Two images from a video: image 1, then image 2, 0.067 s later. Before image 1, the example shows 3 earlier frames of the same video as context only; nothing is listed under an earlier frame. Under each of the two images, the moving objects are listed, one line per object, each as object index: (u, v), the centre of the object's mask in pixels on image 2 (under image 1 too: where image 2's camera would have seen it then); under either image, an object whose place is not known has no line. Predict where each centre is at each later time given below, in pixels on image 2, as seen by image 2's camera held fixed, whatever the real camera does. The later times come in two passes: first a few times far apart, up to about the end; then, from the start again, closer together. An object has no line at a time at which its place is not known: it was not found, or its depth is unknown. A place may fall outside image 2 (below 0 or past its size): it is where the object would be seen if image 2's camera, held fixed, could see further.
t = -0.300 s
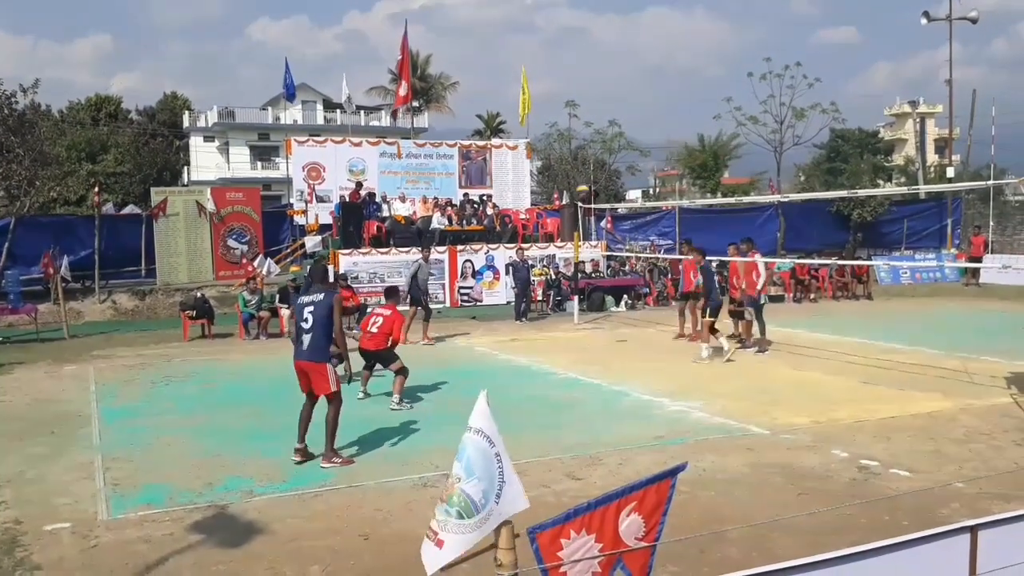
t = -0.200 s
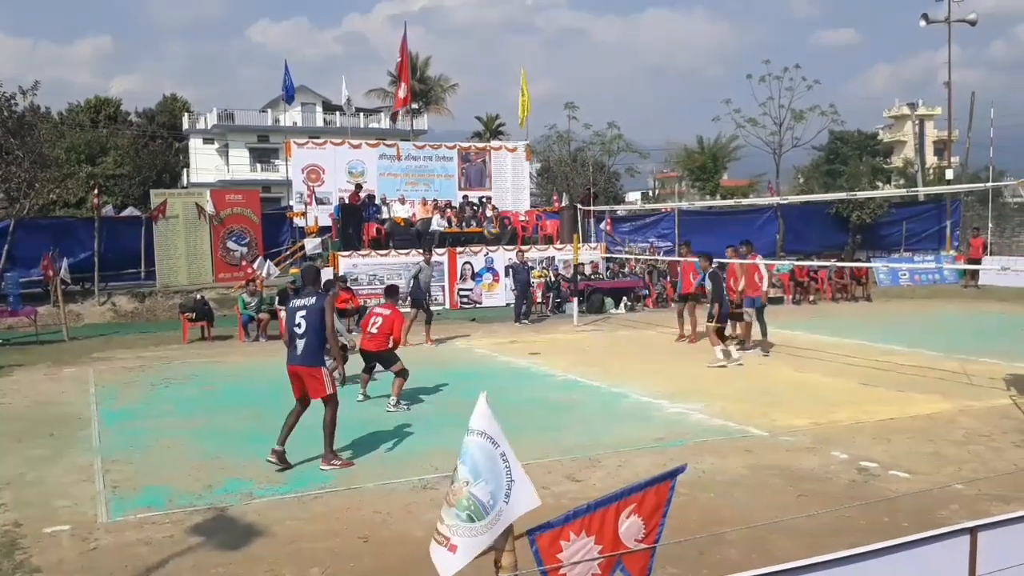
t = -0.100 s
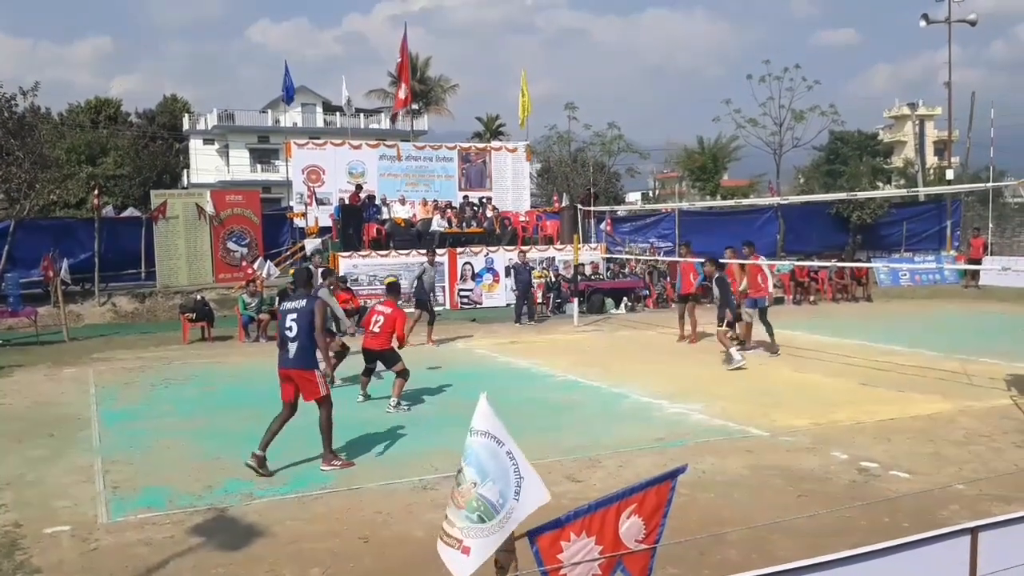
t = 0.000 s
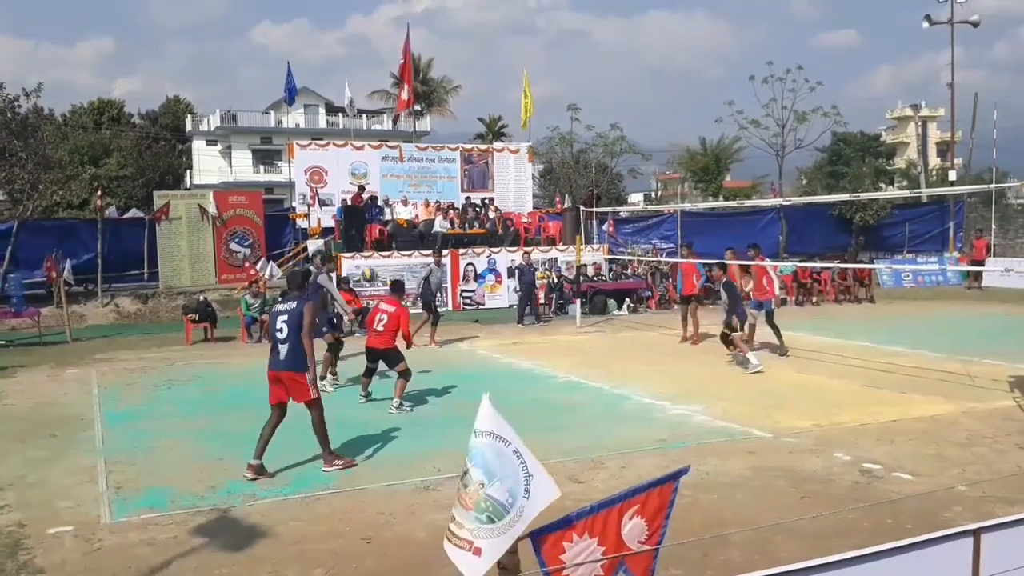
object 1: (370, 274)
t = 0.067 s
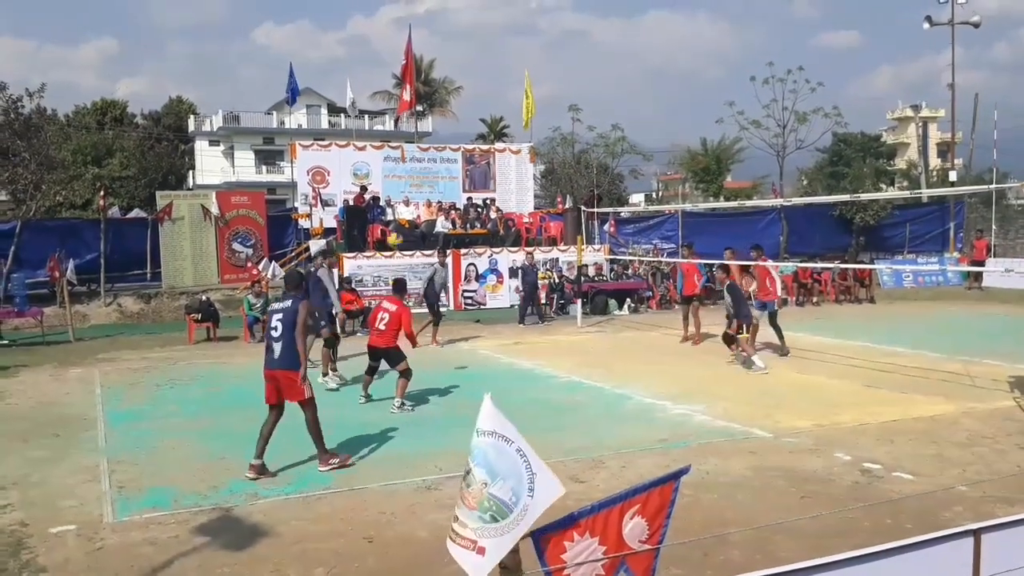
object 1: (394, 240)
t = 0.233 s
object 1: (455, 166)
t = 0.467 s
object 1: (549, 91)
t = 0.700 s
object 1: (650, 54)
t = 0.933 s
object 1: (763, 61)
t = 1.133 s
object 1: (865, 110)
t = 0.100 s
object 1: (407, 224)
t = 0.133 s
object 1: (417, 209)
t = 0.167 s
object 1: (430, 194)
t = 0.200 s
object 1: (443, 179)
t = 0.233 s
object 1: (455, 166)
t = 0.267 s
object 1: (469, 153)
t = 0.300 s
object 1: (480, 141)
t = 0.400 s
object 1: (521, 109)
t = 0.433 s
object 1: (536, 100)
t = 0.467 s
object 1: (549, 91)
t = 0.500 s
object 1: (562, 83)
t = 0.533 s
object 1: (577, 76)
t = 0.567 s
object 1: (591, 70)
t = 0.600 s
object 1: (605, 64)
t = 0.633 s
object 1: (621, 60)
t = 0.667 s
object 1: (635, 56)
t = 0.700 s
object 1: (650, 54)
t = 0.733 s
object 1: (666, 52)
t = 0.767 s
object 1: (681, 51)
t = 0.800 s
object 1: (698, 52)
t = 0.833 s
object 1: (713, 53)
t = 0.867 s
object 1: (729, 55)
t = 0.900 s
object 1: (746, 58)
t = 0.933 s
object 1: (763, 61)
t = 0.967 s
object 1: (779, 67)
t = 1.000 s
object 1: (796, 74)
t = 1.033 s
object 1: (813, 81)
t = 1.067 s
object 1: (830, 89)
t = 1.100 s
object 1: (848, 99)
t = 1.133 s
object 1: (865, 110)
